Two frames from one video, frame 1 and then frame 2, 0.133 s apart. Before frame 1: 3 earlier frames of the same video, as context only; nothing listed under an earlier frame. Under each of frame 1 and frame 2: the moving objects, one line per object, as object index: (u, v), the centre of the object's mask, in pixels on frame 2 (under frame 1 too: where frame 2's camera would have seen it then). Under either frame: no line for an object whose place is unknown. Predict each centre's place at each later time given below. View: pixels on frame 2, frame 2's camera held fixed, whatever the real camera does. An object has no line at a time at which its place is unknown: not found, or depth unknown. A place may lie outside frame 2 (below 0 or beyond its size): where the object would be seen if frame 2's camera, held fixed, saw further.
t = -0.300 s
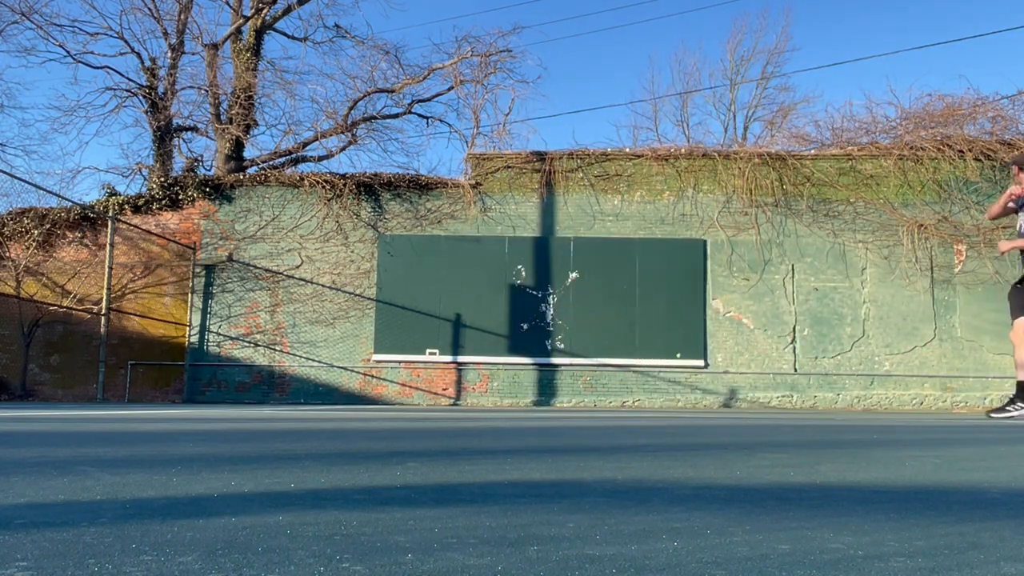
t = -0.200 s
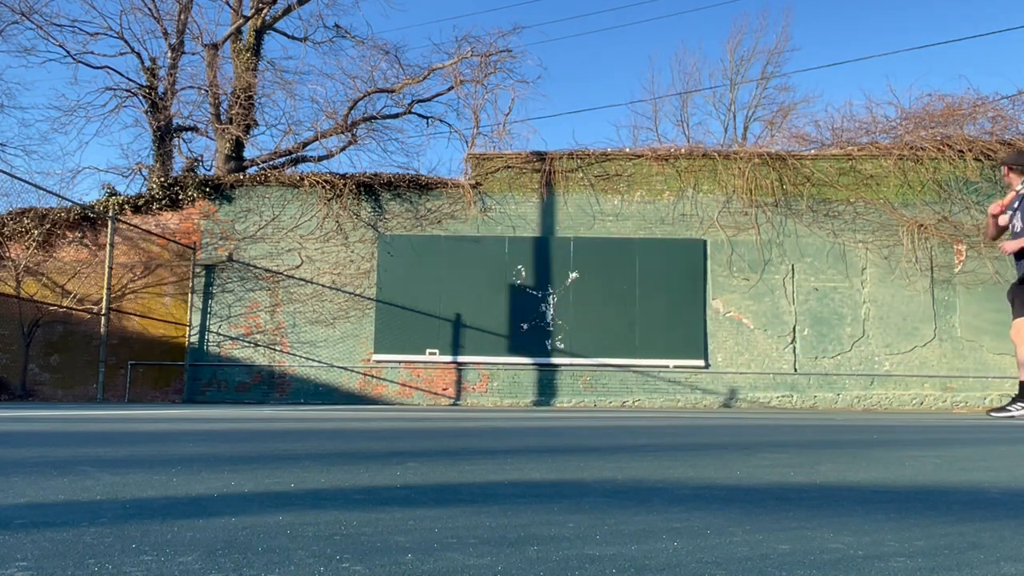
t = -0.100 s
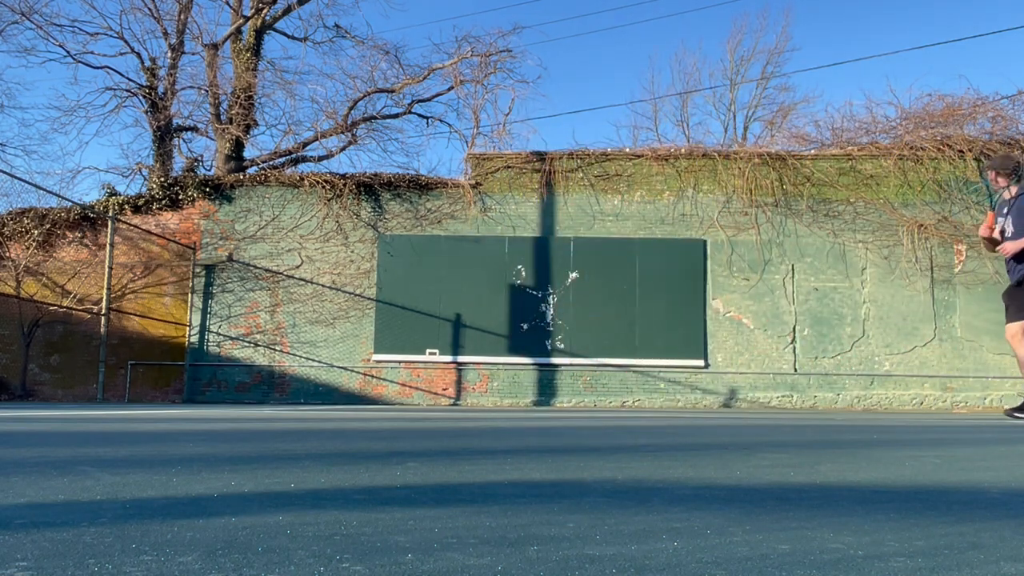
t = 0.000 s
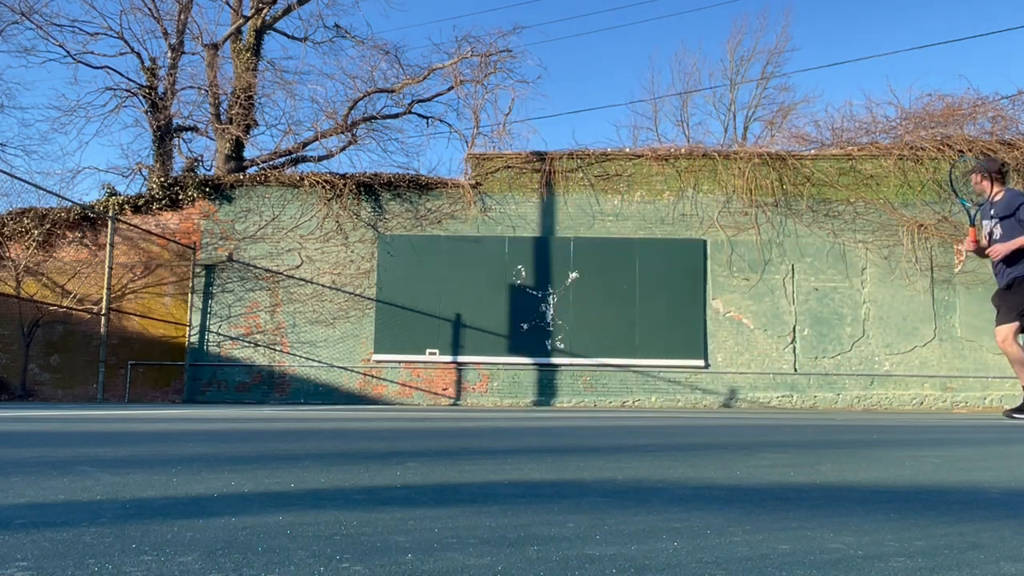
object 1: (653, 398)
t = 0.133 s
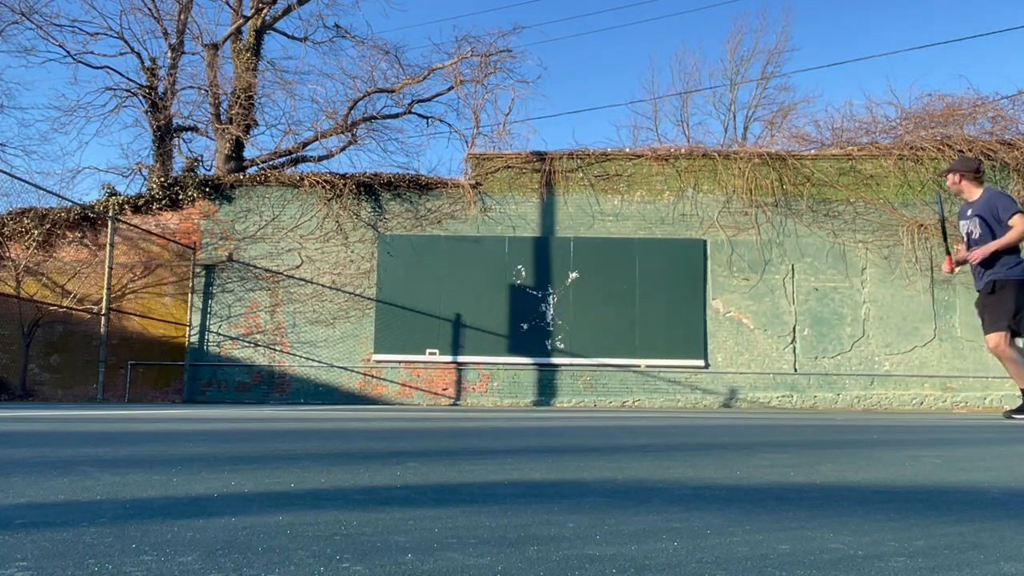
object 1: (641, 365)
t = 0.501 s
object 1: (599, 351)
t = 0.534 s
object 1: (594, 361)
